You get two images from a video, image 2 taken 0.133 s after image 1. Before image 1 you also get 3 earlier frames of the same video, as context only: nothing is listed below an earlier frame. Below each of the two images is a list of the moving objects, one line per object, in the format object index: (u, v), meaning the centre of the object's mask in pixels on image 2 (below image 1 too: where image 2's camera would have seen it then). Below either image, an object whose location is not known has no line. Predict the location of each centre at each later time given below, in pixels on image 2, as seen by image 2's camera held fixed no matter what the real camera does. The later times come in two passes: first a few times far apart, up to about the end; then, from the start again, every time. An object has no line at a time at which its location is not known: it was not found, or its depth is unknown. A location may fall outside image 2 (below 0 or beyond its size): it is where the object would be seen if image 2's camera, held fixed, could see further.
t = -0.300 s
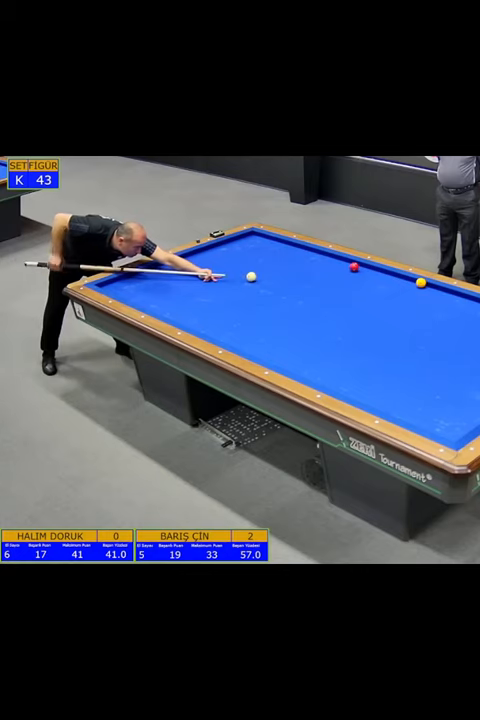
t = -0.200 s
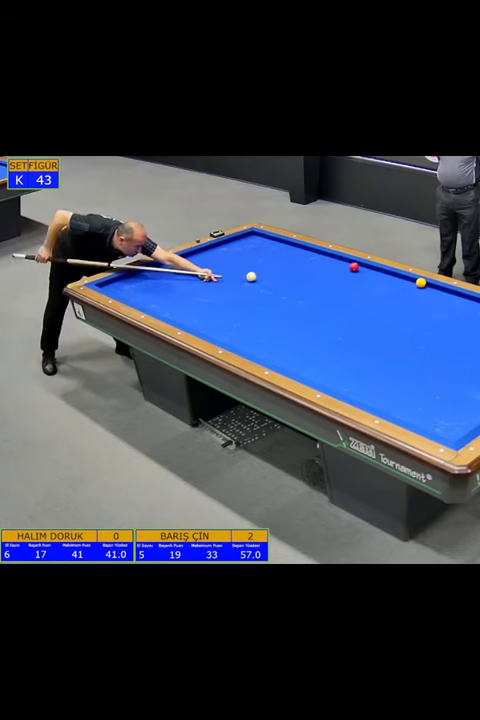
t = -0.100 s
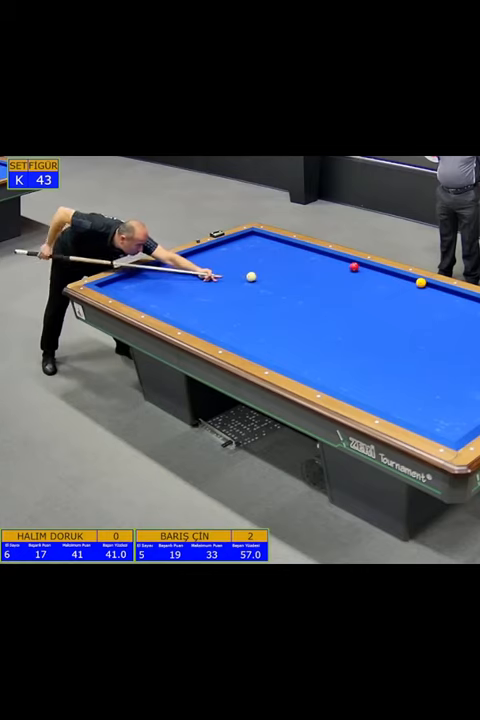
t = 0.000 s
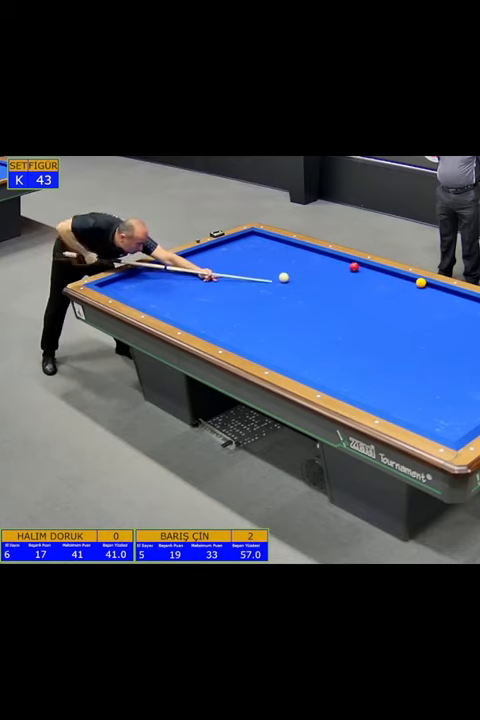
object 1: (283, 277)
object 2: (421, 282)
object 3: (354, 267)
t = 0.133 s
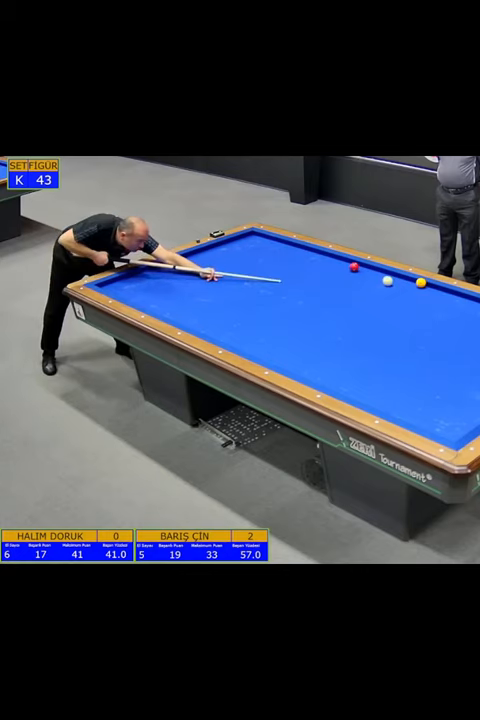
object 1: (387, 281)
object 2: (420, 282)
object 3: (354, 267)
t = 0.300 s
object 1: (408, 281)
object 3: (354, 267)
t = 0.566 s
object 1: (380, 285)
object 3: (354, 267)
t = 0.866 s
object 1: (330, 287)
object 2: (395, 381)
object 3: (354, 267)
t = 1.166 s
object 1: (279, 289)
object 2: (307, 364)
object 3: (354, 267)
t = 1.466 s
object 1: (228, 291)
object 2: (281, 328)
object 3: (354, 267)
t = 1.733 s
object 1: (184, 293)
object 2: (260, 302)
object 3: (354, 267)
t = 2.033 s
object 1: (136, 295)
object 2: (239, 277)
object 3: (354, 267)
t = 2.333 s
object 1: (122, 285)
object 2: (222, 256)
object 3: (354, 266)
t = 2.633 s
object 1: (134, 277)
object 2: (237, 245)
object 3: (354, 266)
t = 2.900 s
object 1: (160, 275)
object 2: (278, 243)
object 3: (354, 266)
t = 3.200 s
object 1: (188, 273)
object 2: (293, 252)
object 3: (354, 266)
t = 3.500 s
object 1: (217, 271)
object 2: (302, 264)
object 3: (354, 267)
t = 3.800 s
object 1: (244, 270)
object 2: (312, 276)
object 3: (354, 266)
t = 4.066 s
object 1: (269, 268)
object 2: (321, 288)
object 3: (354, 266)
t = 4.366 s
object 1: (295, 267)
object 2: (333, 302)
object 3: (354, 266)
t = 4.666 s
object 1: (321, 266)
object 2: (344, 318)
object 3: (354, 266)
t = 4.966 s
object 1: (345, 264)
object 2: (357, 334)
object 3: (354, 266)
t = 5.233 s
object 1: (353, 263)
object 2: (369, 349)
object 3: (359, 269)
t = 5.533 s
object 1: (353, 269)
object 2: (383, 367)
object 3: (364, 270)
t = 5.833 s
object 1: (352, 273)
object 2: (398, 386)
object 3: (370, 272)
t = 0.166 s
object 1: (411, 281)
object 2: (422, 283)
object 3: (354, 267)
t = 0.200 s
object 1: (412, 281)
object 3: (354, 267)
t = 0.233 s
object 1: (412, 280)
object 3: (354, 267)
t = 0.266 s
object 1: (410, 281)
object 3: (354, 267)
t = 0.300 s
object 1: (408, 281)
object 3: (354, 267)
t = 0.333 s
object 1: (406, 282)
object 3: (354, 267)
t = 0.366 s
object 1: (403, 282)
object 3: (354, 267)
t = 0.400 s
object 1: (400, 283)
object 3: (354, 267)
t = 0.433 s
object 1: (397, 283)
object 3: (354, 267)
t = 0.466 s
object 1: (393, 284)
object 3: (354, 267)
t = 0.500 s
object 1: (389, 284)
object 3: (354, 267)
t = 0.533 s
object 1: (385, 284)
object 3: (354, 267)
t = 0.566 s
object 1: (380, 285)
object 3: (354, 267)
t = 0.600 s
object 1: (375, 285)
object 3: (354, 267)
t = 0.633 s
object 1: (370, 285)
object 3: (354, 267)
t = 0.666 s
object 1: (365, 286)
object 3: (354, 266)
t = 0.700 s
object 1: (360, 286)
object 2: (473, 383)
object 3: (354, 267)
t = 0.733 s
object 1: (354, 286)
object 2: (457, 382)
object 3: (354, 266)
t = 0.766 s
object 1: (348, 286)
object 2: (441, 382)
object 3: (354, 266)
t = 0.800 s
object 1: (342, 286)
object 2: (425, 382)
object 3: (354, 266)
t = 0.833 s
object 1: (336, 287)
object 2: (411, 381)
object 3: (354, 266)
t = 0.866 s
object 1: (330, 287)
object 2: (395, 381)
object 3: (354, 267)
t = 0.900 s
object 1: (325, 287)
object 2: (381, 380)
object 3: (354, 267)
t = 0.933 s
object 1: (319, 287)
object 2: (367, 380)
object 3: (354, 267)
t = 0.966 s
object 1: (313, 288)
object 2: (353, 380)
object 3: (354, 267)
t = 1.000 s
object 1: (307, 288)
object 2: (339, 380)
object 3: (354, 267)
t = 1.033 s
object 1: (302, 288)
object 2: (326, 379)
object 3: (354, 267)
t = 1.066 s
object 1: (296, 288)
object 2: (313, 377)
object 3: (354, 267)
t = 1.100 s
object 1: (290, 288)
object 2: (311, 373)
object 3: (354, 267)
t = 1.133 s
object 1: (285, 288)
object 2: (309, 369)
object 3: (354, 267)
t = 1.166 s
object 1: (279, 289)
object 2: (307, 364)
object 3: (354, 267)
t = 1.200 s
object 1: (273, 289)
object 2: (304, 359)
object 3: (354, 267)
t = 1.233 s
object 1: (267, 289)
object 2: (302, 354)
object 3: (354, 267)
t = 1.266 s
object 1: (262, 289)
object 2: (299, 350)
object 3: (354, 267)
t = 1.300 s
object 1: (256, 290)
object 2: (296, 346)
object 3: (354, 267)
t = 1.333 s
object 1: (250, 290)
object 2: (293, 342)
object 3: (354, 267)
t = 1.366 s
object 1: (245, 290)
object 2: (290, 339)
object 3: (354, 267)
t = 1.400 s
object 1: (239, 290)
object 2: (287, 335)
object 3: (354, 267)
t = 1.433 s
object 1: (233, 291)
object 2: (284, 331)
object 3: (354, 267)
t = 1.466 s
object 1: (228, 291)
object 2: (281, 328)
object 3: (354, 267)
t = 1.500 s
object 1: (222, 291)
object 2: (278, 324)
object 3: (354, 267)
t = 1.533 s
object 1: (217, 292)
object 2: (275, 321)
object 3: (354, 267)
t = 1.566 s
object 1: (211, 292)
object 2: (272, 317)
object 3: (354, 267)
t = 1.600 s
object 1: (206, 292)
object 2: (270, 314)
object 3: (354, 267)
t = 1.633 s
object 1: (200, 292)
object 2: (267, 311)
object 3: (354, 267)
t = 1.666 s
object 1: (195, 293)
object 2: (264, 308)
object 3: (354, 267)
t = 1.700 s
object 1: (189, 293)
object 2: (262, 305)
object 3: (354, 267)
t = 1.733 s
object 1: (184, 293)
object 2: (260, 302)
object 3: (354, 267)
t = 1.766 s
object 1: (179, 293)
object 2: (257, 299)
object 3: (354, 267)
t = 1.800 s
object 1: (173, 294)
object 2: (255, 296)
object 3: (354, 267)
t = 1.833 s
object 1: (168, 294)
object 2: (252, 293)
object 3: (354, 267)
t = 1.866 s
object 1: (162, 294)
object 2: (250, 291)
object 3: (354, 267)
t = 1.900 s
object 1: (157, 294)
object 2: (248, 288)
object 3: (354, 267)
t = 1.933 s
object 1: (152, 294)
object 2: (246, 285)
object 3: (354, 267)
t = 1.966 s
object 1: (147, 295)
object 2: (243, 282)
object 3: (354, 267)
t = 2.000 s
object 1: (141, 295)
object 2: (241, 280)
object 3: (354, 267)
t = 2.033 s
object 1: (136, 295)
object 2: (239, 277)
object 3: (354, 267)
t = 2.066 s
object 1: (131, 295)
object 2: (237, 275)
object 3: (354, 267)
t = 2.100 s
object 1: (126, 295)
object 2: (235, 272)
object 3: (354, 267)
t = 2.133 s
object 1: (124, 294)
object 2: (233, 270)
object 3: (354, 266)
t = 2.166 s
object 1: (124, 293)
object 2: (231, 268)
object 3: (354, 266)
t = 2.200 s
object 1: (124, 291)
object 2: (229, 265)
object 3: (354, 266)
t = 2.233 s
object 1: (124, 289)
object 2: (228, 263)
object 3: (354, 266)
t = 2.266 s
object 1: (123, 288)
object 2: (226, 261)
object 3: (354, 266)
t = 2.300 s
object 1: (123, 286)
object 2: (224, 258)
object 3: (354, 267)
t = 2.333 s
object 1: (122, 285)
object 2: (222, 256)
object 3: (354, 266)
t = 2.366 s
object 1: (122, 284)
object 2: (220, 254)
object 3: (354, 267)
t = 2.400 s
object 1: (121, 282)
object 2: (218, 252)
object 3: (354, 266)
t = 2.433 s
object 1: (121, 281)
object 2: (217, 250)
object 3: (354, 266)
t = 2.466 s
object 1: (120, 279)
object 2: (215, 248)
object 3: (354, 266)
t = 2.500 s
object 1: (120, 278)
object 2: (213, 246)
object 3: (354, 266)
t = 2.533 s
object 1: (123, 277)
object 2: (218, 245)
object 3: (354, 266)
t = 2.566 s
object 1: (127, 277)
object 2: (224, 245)
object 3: (354, 266)
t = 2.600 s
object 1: (130, 277)
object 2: (230, 245)
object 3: (354, 266)
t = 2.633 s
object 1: (134, 277)
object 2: (237, 245)
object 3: (354, 266)
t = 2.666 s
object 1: (137, 277)
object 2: (242, 245)
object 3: (354, 266)
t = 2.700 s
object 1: (140, 277)
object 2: (248, 245)
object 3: (354, 266)
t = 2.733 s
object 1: (143, 276)
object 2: (253, 245)
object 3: (354, 267)
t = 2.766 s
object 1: (147, 276)
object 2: (258, 244)
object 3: (354, 267)
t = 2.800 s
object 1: (150, 276)
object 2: (263, 244)
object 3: (354, 266)
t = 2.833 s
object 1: (153, 276)
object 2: (268, 244)
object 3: (354, 267)
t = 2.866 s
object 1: (156, 276)
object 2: (273, 244)
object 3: (354, 267)
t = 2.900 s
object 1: (160, 275)
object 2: (278, 243)
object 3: (354, 266)
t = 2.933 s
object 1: (163, 275)
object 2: (283, 243)
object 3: (354, 267)
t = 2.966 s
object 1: (166, 275)
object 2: (288, 243)
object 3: (354, 266)
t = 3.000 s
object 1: (169, 275)
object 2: (289, 244)
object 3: (354, 267)
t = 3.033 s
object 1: (173, 274)
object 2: (289, 246)
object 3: (354, 266)
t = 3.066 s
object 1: (176, 274)
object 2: (290, 247)
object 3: (354, 267)
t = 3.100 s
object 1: (179, 274)
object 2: (290, 248)
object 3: (354, 266)
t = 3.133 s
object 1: (182, 274)
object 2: (291, 250)
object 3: (354, 266)
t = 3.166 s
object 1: (185, 274)
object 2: (292, 251)
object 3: (354, 266)
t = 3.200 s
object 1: (188, 273)
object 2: (293, 252)
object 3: (354, 266)
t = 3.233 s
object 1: (192, 273)
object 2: (294, 253)
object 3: (354, 267)
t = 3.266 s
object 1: (195, 273)
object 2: (295, 255)
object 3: (354, 267)
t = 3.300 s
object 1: (198, 273)
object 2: (296, 256)
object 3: (354, 267)
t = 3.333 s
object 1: (201, 272)
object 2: (297, 257)
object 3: (354, 267)
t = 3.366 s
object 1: (204, 272)
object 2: (298, 258)
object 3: (354, 267)
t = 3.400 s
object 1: (207, 272)
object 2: (299, 260)
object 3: (354, 267)
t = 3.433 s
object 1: (210, 272)
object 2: (300, 261)
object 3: (354, 267)
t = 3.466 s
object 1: (213, 272)
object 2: (301, 263)
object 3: (354, 267)
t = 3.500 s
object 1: (217, 271)
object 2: (302, 264)
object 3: (354, 267)
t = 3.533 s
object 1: (220, 271)
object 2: (303, 265)
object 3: (354, 267)
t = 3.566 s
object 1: (223, 271)
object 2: (305, 267)
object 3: (354, 267)
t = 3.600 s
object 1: (226, 271)
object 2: (306, 268)
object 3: (354, 267)
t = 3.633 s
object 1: (229, 271)
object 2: (307, 269)
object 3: (354, 267)
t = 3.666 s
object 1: (232, 270)
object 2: (308, 271)
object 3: (354, 267)
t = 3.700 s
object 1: (235, 270)
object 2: (309, 272)
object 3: (354, 267)
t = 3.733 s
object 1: (238, 270)
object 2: (310, 273)
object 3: (354, 267)
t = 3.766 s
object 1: (241, 270)
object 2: (311, 275)
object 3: (354, 266)
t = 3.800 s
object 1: (244, 270)
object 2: (312, 276)
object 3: (354, 266)
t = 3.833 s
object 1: (247, 270)
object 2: (313, 278)
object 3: (354, 266)
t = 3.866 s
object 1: (251, 269)
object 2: (314, 279)
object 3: (354, 266)
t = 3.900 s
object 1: (254, 269)
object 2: (315, 281)
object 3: (354, 266)
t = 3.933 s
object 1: (256, 269)
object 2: (317, 282)
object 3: (354, 266)
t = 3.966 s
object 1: (260, 269)
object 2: (318, 284)
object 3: (354, 266)
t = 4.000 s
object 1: (262, 269)
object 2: (319, 285)
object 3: (354, 267)
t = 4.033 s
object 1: (266, 268)
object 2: (320, 287)
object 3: (354, 266)
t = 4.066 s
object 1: (269, 268)
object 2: (321, 288)
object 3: (354, 266)
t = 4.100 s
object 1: (272, 268)
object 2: (323, 290)
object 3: (354, 266)
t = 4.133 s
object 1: (274, 268)
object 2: (324, 291)
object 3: (354, 266)
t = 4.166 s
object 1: (277, 268)
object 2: (325, 293)
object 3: (354, 266)
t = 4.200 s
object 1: (280, 268)
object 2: (326, 294)
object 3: (354, 266)
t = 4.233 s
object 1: (283, 268)
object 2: (328, 296)
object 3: (354, 266)
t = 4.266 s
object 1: (286, 267)
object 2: (329, 298)
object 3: (354, 266)
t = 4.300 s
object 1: (289, 267)
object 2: (330, 299)
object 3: (354, 266)
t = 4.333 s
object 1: (292, 267)
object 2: (331, 301)
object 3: (354, 266)
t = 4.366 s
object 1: (295, 267)
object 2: (333, 302)
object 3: (354, 266)
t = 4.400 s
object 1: (298, 267)
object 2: (334, 304)
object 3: (354, 266)
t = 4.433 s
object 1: (301, 267)
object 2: (335, 306)
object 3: (354, 266)
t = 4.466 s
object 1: (304, 266)
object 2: (336, 307)
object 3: (354, 266)
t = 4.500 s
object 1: (307, 266)
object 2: (338, 309)
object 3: (354, 266)
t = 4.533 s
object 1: (309, 266)
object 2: (339, 311)
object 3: (354, 266)
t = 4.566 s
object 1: (312, 266)
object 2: (340, 312)
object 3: (354, 266)
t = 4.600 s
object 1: (315, 266)
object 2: (342, 314)
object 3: (354, 266)
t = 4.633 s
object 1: (318, 266)
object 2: (343, 316)
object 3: (354, 266)
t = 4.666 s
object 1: (321, 266)
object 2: (344, 318)
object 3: (354, 266)
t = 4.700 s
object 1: (323, 265)
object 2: (346, 319)
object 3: (354, 266)
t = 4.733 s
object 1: (326, 265)
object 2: (347, 321)
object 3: (354, 266)
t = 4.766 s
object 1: (329, 265)
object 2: (348, 323)
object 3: (354, 266)
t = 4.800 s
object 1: (332, 265)
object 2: (350, 325)
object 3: (354, 266)
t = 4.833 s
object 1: (334, 265)
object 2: (351, 326)
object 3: (354, 266)
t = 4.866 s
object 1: (338, 265)
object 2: (353, 328)
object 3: (354, 266)
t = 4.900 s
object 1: (340, 265)
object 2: (354, 330)
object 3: (354, 266)
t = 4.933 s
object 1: (343, 264)
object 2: (355, 332)
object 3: (354, 266)
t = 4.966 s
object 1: (345, 264)
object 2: (357, 334)
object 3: (354, 266)
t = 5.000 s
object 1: (347, 263)
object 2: (359, 336)
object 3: (355, 267)
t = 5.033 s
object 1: (349, 263)
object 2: (360, 337)
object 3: (355, 267)
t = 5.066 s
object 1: (351, 262)
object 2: (361, 339)
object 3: (356, 268)
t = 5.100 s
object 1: (354, 262)
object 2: (363, 341)
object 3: (357, 268)
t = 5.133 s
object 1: (354, 262)
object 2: (364, 343)
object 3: (357, 268)
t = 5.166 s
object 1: (354, 262)
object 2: (366, 345)
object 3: (358, 268)
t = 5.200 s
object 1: (354, 263)
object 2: (367, 347)
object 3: (358, 268)
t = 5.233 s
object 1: (353, 263)
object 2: (369, 349)
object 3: (359, 269)
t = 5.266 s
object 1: (353, 264)
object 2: (370, 351)
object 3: (359, 269)
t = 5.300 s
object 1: (353, 265)
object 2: (372, 353)
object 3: (360, 269)
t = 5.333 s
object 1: (353, 265)
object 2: (373, 355)
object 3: (361, 269)
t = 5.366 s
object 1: (353, 266)
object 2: (375, 357)
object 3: (362, 270)
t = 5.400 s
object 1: (353, 267)
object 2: (377, 359)
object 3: (362, 270)
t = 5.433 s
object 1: (353, 267)
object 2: (378, 361)
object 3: (363, 270)
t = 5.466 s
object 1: (353, 268)
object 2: (380, 363)
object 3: (363, 270)
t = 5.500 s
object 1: (353, 268)
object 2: (381, 365)
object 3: (364, 270)
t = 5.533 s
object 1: (353, 269)
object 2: (383, 367)
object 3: (364, 270)
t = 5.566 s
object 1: (353, 270)
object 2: (385, 369)
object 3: (365, 271)
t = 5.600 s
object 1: (353, 270)
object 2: (387, 371)
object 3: (366, 271)
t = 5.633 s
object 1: (353, 270)
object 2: (388, 373)
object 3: (366, 271)
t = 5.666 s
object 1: (353, 271)
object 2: (390, 375)
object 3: (367, 271)
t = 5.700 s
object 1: (353, 271)
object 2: (391, 378)
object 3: (368, 272)
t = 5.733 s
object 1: (352, 272)
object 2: (393, 380)
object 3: (368, 272)
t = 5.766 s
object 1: (352, 272)
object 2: (395, 382)
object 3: (369, 272)
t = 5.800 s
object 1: (352, 273)
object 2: (396, 384)
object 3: (369, 272)
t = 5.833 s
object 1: (352, 273)
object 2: (398, 386)
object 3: (370, 272)
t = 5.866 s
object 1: (352, 274)
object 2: (400, 388)
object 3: (371, 273)
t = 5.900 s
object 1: (352, 274)
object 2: (402, 391)
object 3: (371, 273)
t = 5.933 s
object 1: (352, 275)
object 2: (403, 393)
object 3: (372, 273)
